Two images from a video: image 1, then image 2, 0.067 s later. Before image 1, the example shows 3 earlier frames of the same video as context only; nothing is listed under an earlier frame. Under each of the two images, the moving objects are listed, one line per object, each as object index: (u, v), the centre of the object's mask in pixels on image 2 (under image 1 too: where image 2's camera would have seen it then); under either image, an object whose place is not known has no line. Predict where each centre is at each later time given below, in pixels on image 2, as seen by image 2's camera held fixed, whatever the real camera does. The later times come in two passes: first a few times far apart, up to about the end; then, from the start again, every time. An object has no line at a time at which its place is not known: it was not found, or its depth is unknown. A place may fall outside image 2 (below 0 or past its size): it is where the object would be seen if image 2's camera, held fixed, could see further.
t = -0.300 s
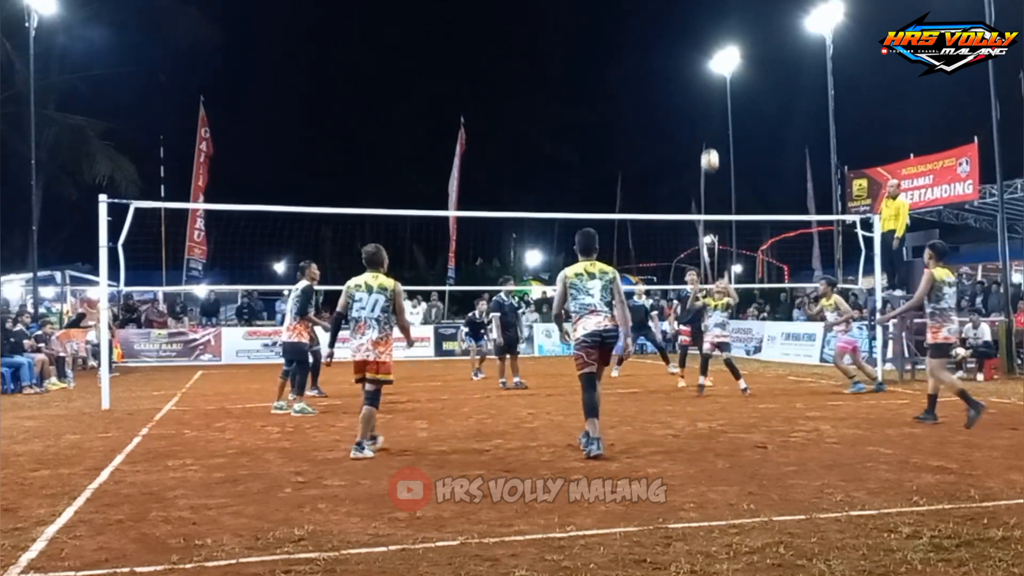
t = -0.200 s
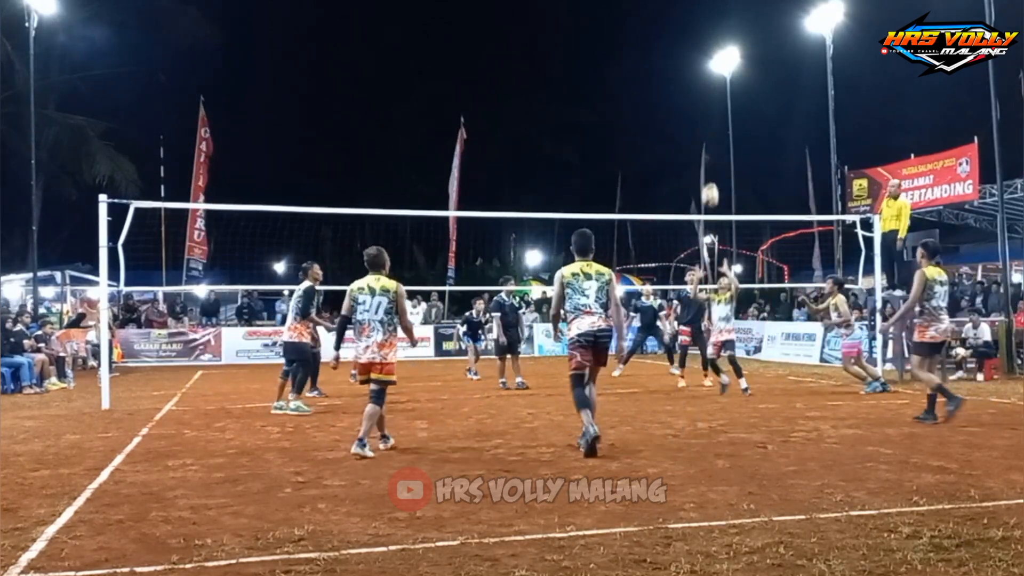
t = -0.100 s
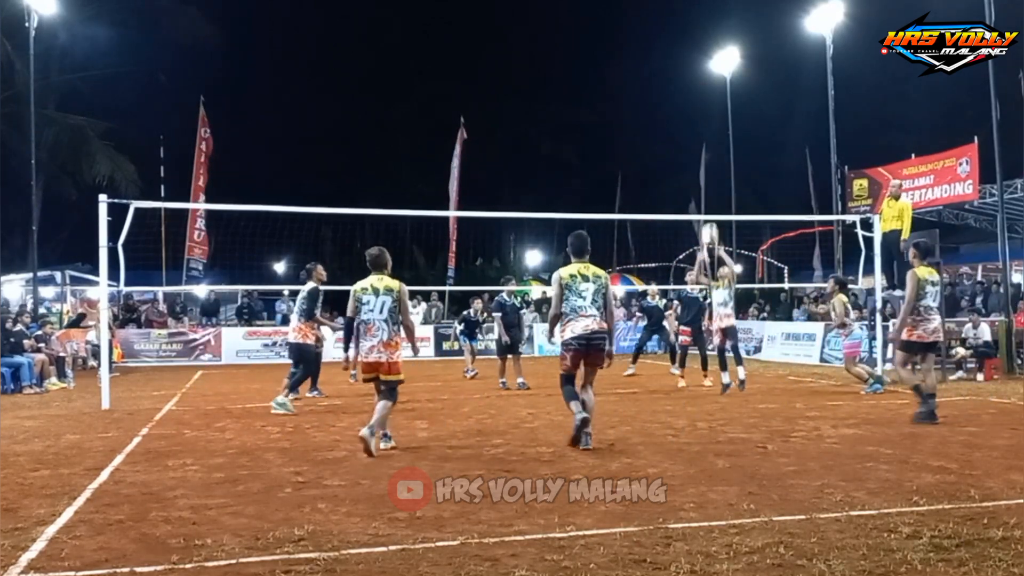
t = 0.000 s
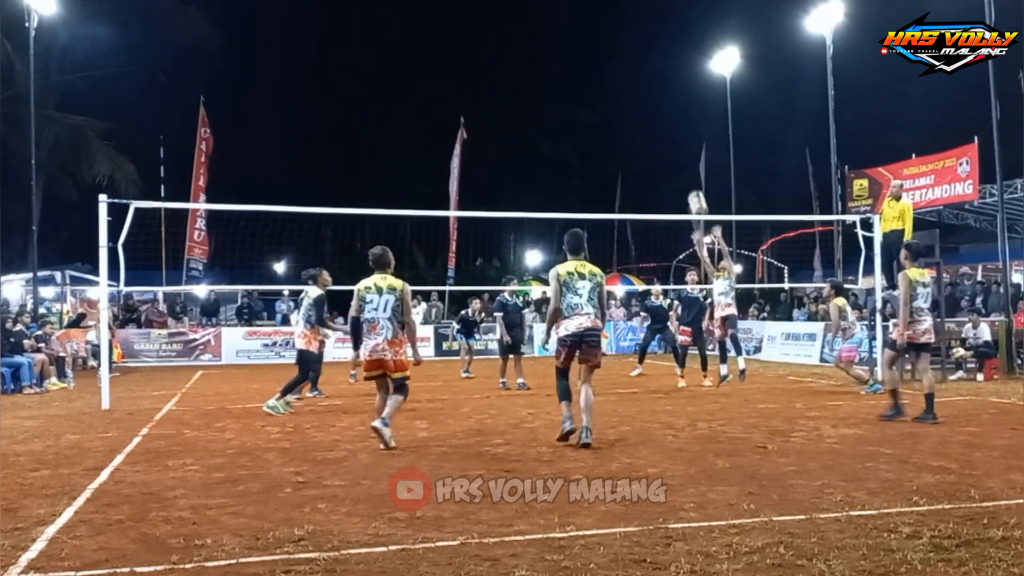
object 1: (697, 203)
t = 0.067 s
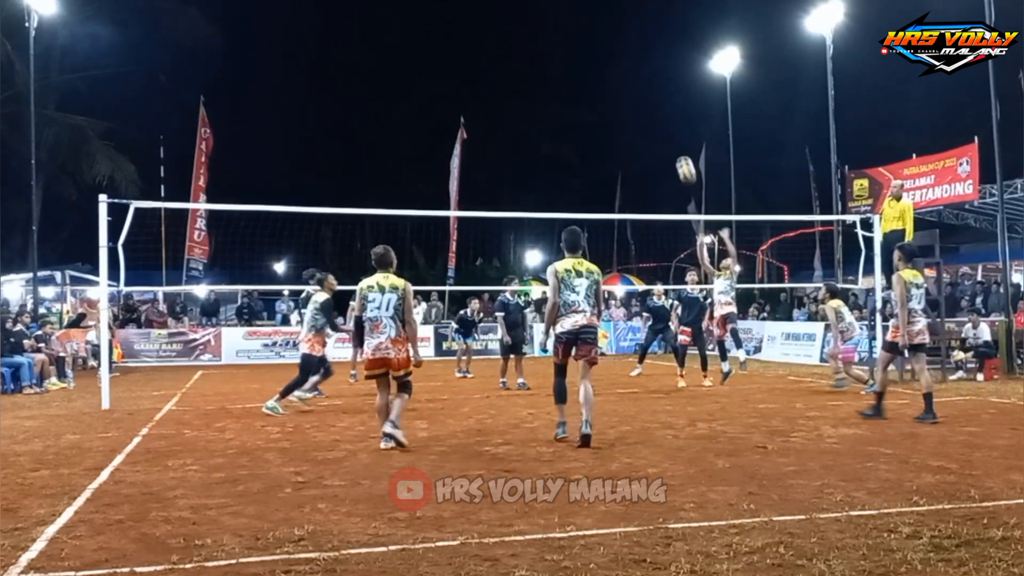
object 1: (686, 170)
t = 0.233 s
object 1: (658, 101)
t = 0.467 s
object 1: (619, 40)
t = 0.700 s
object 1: (581, 19)
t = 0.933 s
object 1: (543, 40)
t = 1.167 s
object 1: (507, 103)
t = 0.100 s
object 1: (681, 155)
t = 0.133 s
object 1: (675, 141)
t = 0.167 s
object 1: (669, 126)
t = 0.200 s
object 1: (663, 113)
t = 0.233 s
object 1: (658, 101)
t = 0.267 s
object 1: (653, 90)
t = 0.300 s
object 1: (647, 79)
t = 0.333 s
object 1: (641, 70)
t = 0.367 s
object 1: (636, 61)
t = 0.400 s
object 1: (630, 53)
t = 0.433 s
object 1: (625, 45)
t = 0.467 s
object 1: (619, 40)
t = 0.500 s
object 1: (614, 34)
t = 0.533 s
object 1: (608, 29)
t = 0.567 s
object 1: (603, 26)
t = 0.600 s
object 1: (597, 23)
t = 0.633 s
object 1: (591, 21)
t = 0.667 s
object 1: (586, 19)
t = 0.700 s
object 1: (581, 19)
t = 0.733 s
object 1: (575, 19)
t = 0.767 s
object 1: (570, 21)
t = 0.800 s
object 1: (564, 23)
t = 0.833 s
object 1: (559, 26)
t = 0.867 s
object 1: (554, 30)
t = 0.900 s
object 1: (548, 35)
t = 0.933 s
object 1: (543, 40)
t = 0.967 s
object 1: (538, 46)
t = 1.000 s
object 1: (532, 54)
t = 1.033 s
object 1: (527, 62)
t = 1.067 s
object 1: (522, 71)
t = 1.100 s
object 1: (517, 81)
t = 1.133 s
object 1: (512, 91)
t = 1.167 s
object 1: (507, 103)
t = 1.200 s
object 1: (502, 115)
